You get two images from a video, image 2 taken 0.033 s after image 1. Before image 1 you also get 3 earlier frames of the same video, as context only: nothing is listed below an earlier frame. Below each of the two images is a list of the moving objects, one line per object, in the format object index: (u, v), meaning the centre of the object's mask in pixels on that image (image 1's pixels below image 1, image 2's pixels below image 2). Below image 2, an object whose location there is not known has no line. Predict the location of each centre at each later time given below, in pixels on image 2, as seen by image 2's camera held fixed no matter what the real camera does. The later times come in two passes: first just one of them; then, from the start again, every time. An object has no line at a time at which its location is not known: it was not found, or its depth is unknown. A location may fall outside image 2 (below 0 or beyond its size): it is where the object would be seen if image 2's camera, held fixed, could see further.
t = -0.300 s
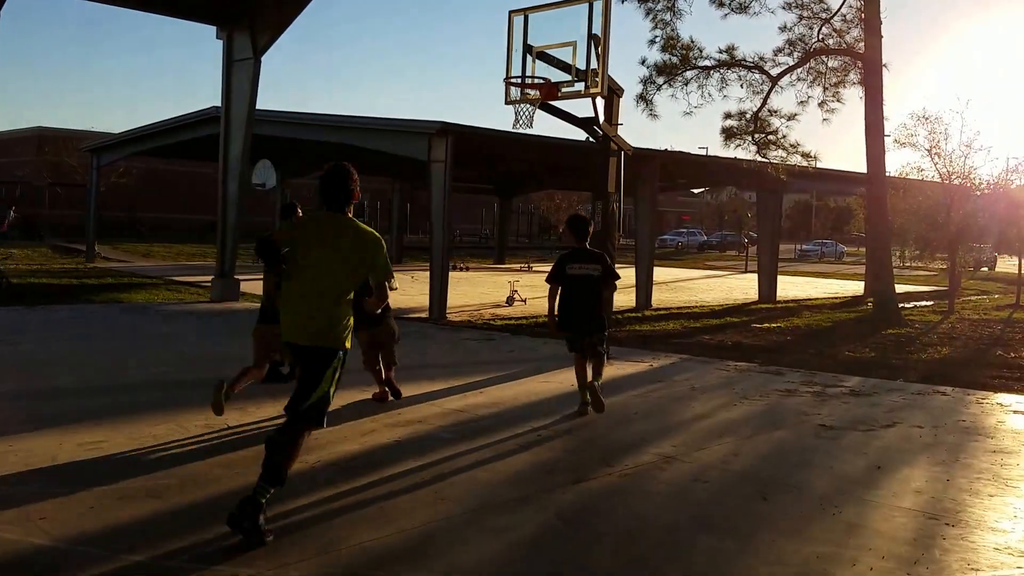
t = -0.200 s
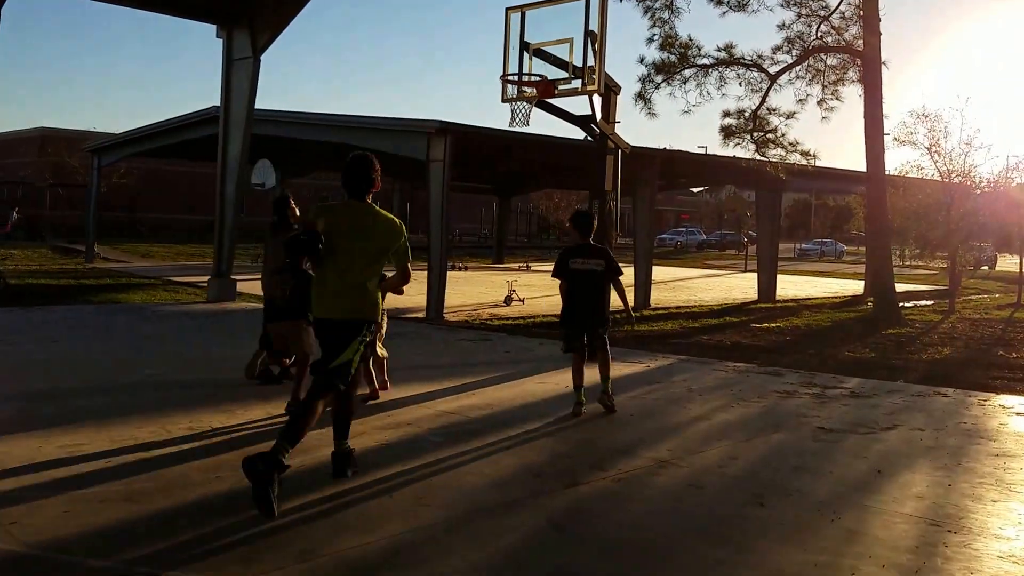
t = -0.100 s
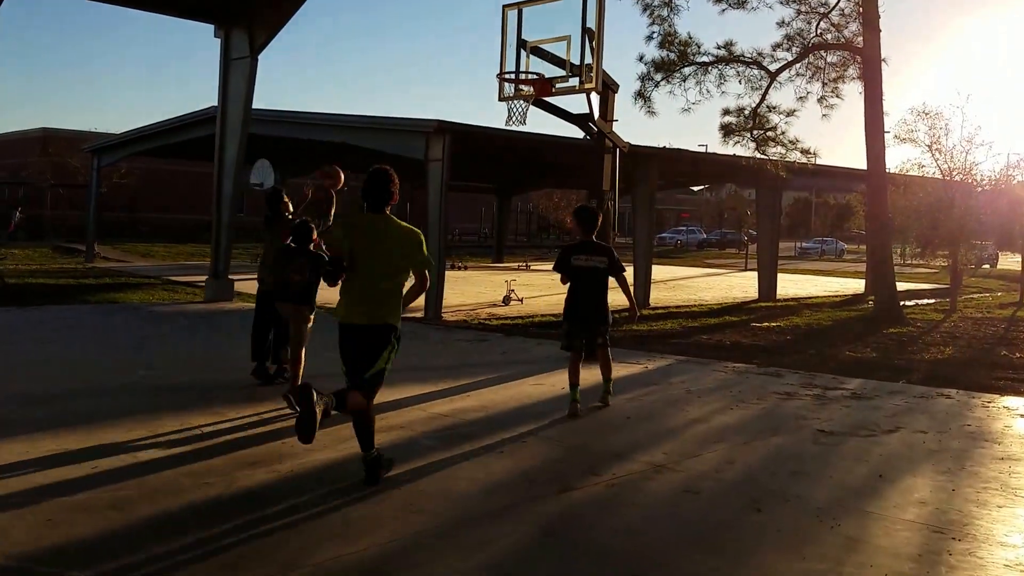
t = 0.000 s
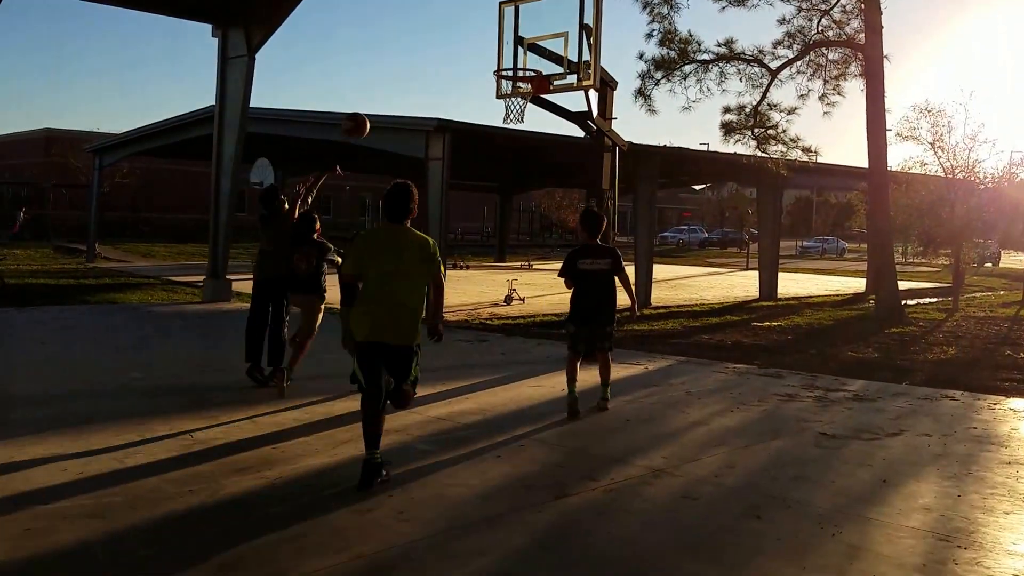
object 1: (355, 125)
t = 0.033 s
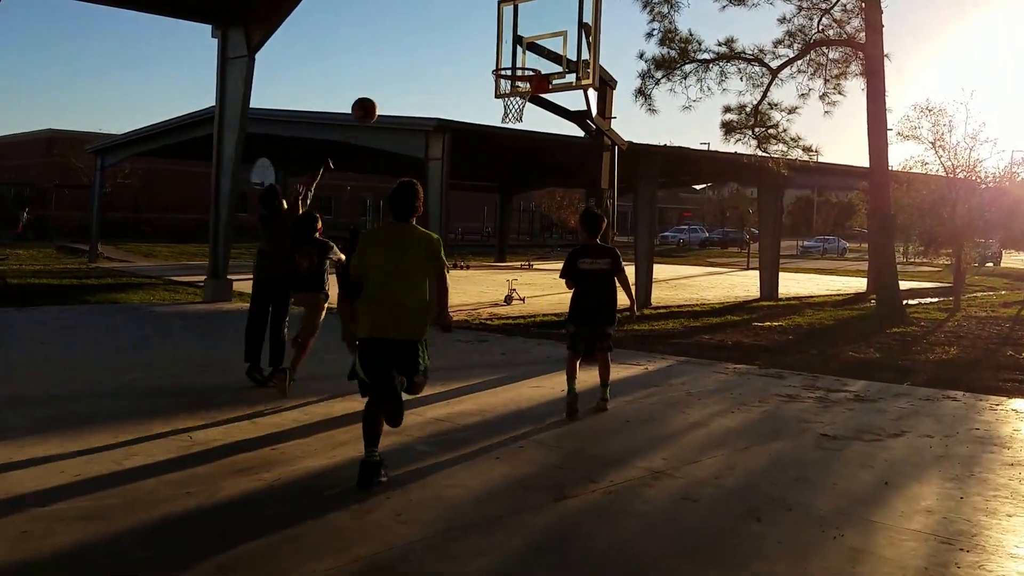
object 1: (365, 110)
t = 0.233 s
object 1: (417, 43)
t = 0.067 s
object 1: (374, 96)
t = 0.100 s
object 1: (382, 83)
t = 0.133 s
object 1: (391, 70)
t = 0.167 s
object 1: (401, 60)
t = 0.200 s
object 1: (409, 50)
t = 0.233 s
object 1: (417, 43)
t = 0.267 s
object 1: (426, 36)
